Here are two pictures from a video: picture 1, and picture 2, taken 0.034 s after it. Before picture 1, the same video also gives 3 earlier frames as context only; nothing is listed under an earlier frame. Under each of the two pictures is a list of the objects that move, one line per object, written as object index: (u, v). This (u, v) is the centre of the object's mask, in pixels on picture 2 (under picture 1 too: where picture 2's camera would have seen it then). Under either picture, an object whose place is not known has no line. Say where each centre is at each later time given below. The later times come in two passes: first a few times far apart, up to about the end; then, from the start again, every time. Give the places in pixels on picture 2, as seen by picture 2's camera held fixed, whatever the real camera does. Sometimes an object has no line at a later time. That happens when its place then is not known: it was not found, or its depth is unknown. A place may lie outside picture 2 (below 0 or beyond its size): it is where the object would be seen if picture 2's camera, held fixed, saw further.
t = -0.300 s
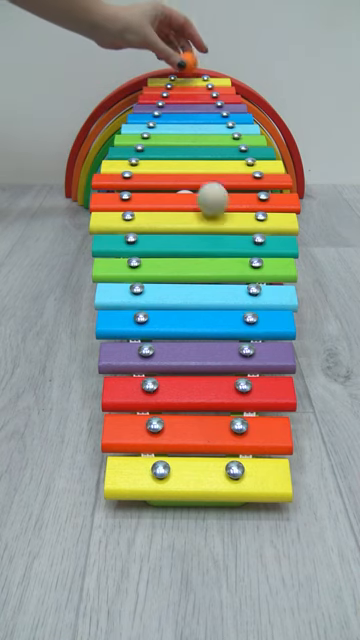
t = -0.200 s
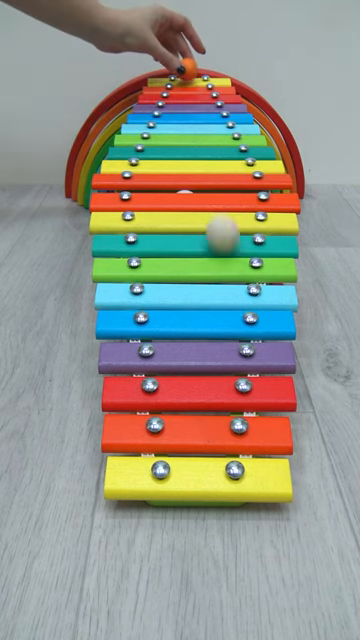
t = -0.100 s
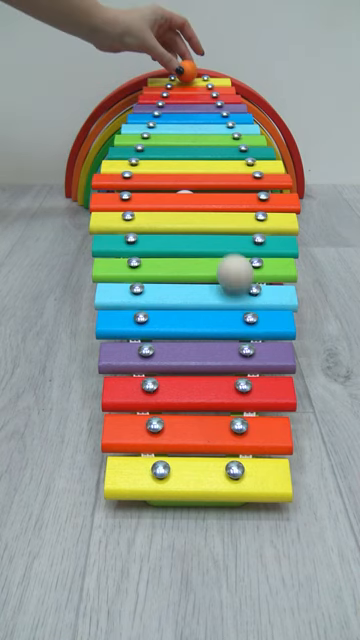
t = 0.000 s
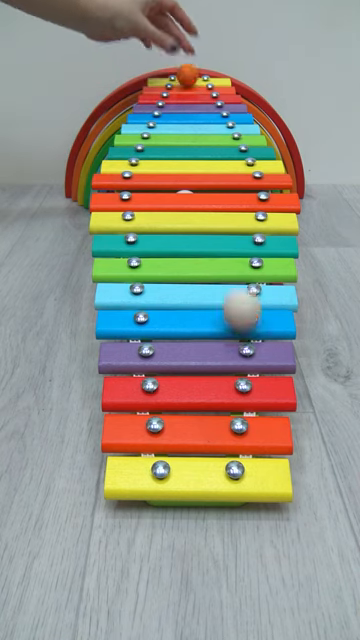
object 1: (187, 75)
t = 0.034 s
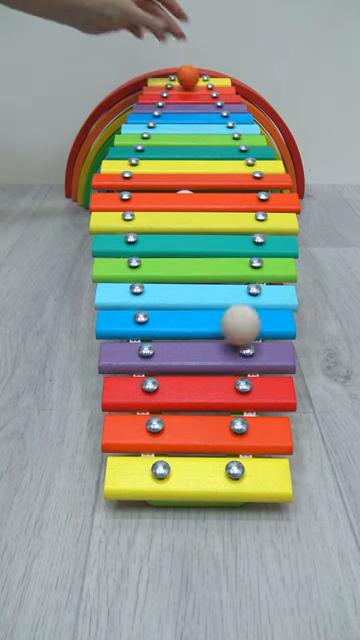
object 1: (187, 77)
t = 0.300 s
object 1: (193, 98)
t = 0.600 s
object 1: (196, 132)
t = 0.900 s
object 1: (203, 183)
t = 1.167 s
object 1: (200, 273)
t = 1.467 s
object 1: (177, 565)
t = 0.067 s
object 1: (188, 77)
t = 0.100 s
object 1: (190, 81)
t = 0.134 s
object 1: (190, 82)
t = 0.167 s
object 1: (190, 84)
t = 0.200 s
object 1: (191, 88)
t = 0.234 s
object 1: (192, 92)
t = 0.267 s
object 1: (192, 93)
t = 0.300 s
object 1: (193, 98)
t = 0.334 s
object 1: (193, 100)
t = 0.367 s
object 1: (193, 100)
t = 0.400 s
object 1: (193, 104)
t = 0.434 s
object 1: (194, 111)
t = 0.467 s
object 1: (194, 112)
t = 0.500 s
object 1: (195, 119)
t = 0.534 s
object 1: (195, 122)
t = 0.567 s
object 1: (196, 126)
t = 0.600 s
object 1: (196, 132)
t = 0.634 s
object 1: (197, 135)
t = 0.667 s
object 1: (198, 140)
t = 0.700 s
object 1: (198, 147)
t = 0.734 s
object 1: (200, 155)
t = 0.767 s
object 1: (200, 159)
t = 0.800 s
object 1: (201, 162)
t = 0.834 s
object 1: (202, 173)
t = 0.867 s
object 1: (202, 178)
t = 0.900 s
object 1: (203, 183)
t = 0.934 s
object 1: (202, 196)
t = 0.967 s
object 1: (202, 198)
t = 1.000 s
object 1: (202, 210)
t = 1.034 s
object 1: (202, 223)
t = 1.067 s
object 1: (202, 229)
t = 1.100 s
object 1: (202, 246)
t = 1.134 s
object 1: (201, 260)
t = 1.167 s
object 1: (200, 273)
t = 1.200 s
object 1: (199, 294)
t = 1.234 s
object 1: (197, 317)
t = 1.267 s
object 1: (196, 331)
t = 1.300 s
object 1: (193, 355)
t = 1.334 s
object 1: (190, 397)
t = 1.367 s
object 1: (189, 418)
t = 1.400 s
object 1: (185, 463)
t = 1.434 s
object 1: (180, 523)
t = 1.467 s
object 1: (177, 565)
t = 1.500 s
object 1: (172, 612)
